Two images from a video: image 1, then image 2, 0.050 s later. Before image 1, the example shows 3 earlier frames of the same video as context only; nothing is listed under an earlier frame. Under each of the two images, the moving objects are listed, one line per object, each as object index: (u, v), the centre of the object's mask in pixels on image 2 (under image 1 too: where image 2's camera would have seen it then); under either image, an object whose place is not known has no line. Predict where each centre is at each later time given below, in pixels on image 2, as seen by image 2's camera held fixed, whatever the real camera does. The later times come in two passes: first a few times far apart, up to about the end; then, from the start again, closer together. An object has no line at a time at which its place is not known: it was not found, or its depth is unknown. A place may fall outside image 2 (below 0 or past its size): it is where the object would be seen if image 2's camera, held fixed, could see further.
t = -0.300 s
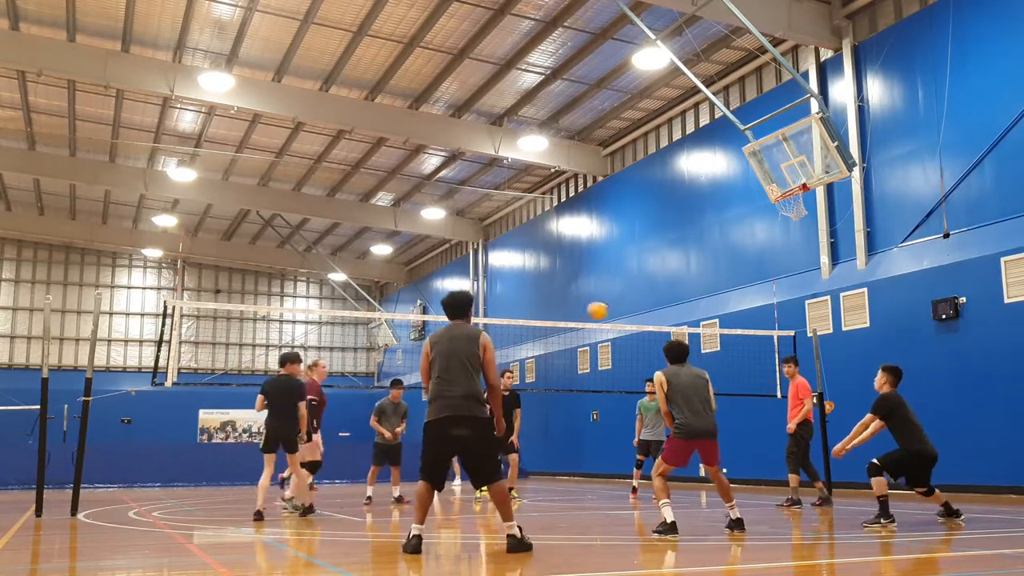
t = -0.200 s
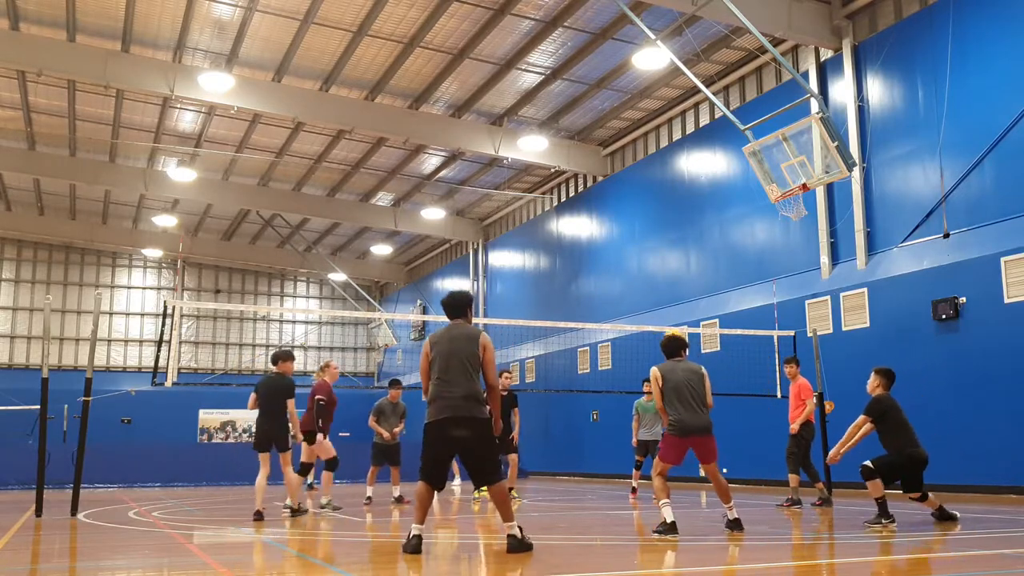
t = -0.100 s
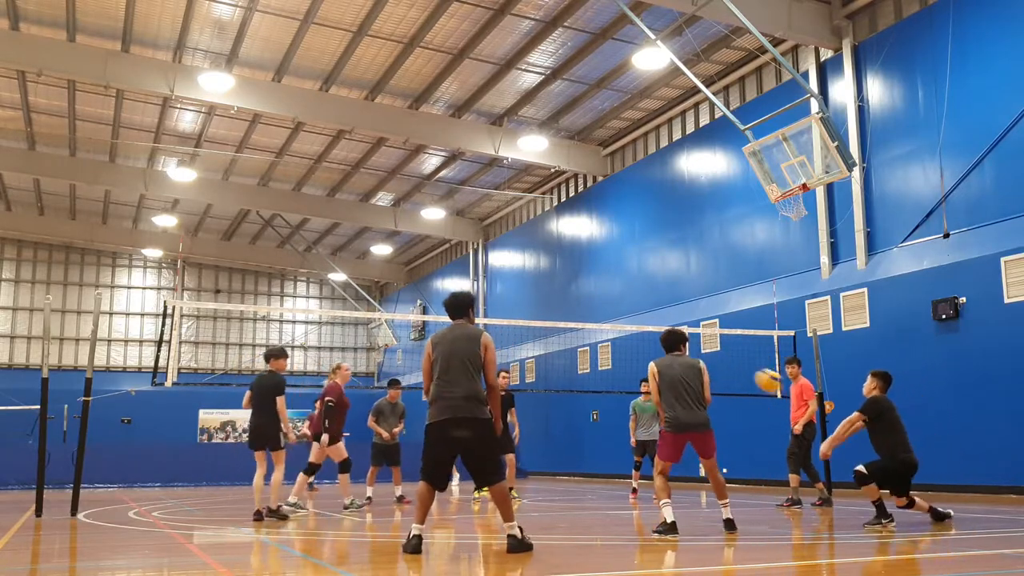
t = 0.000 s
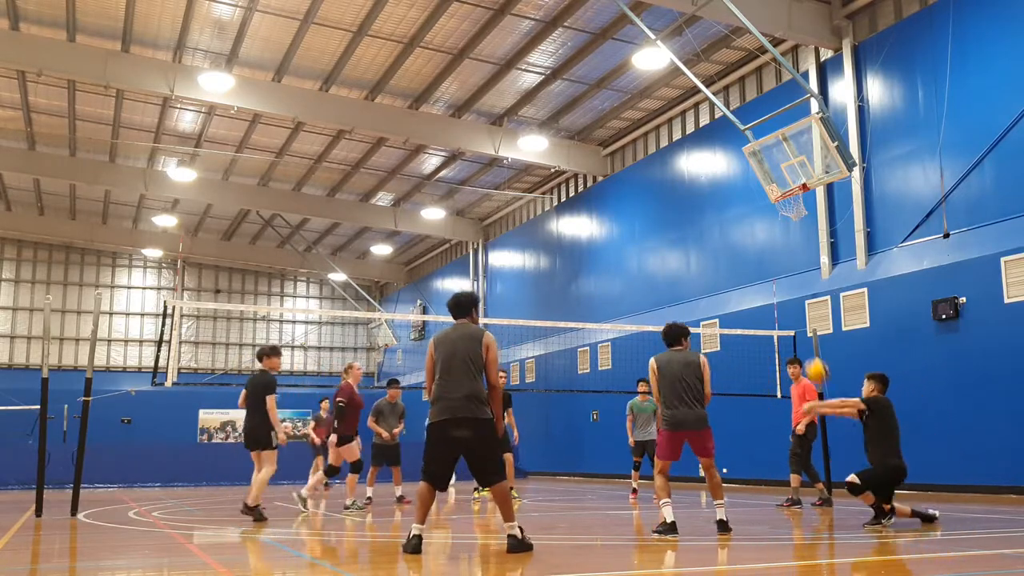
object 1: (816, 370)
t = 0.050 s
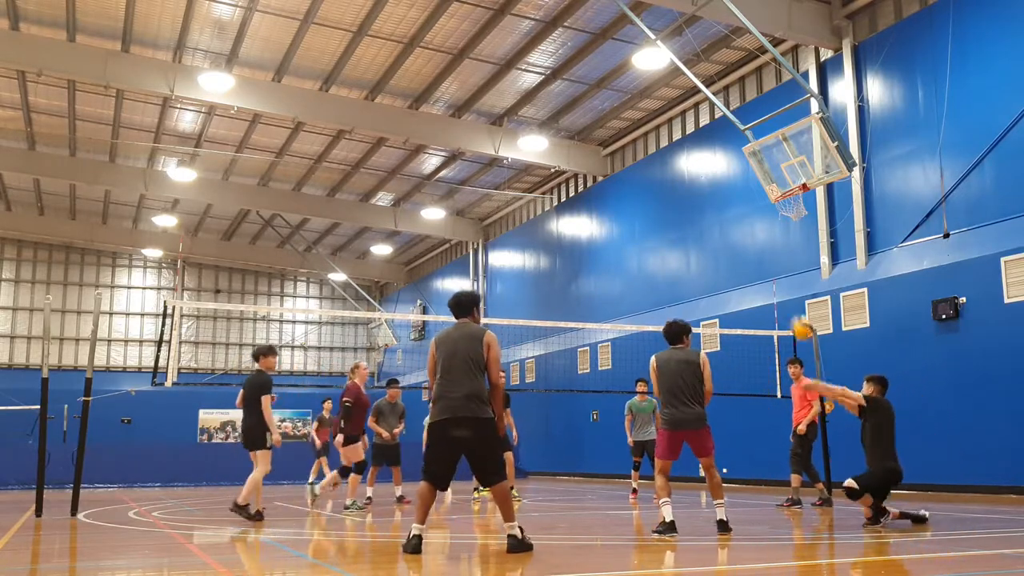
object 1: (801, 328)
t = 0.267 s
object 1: (751, 187)
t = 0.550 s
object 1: (700, 85)
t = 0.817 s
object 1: (665, 63)
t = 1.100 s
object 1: (626, 101)
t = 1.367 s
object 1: (596, 193)
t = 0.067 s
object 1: (797, 314)
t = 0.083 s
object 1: (793, 302)
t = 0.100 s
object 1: (789, 288)
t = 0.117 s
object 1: (784, 276)
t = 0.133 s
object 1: (780, 264)
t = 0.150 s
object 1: (777, 254)
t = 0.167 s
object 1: (773, 243)
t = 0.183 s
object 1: (769, 232)
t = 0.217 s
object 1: (761, 212)
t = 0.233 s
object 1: (758, 203)
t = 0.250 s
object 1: (755, 195)
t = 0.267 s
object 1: (751, 187)
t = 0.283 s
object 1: (748, 178)
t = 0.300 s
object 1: (745, 171)
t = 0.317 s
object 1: (741, 163)
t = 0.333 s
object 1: (738, 154)
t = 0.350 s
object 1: (735, 147)
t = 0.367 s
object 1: (732, 141)
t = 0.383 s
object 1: (729, 135)
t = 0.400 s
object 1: (726, 129)
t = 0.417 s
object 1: (722, 123)
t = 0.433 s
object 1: (719, 118)
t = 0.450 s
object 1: (716, 112)
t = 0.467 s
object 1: (714, 107)
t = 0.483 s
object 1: (712, 102)
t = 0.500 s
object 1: (708, 98)
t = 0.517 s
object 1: (706, 94)
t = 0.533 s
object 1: (703, 90)
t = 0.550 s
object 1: (700, 85)
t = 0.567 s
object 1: (697, 83)
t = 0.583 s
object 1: (695, 80)
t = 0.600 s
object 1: (693, 77)
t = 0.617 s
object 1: (690, 75)
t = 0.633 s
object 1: (688, 72)
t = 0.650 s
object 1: (685, 70)
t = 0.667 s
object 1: (682, 68)
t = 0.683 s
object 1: (680, 66)
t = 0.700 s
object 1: (678, 65)
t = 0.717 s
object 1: (676, 64)
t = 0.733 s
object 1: (674, 63)
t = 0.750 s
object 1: (673, 63)
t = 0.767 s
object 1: (671, 60)
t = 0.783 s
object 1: (669, 62)
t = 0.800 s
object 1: (666, 62)
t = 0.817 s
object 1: (665, 63)
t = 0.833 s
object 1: (664, 63)
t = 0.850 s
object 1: (659, 65)
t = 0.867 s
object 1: (658, 67)
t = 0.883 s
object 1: (654, 68)
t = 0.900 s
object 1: (652, 70)
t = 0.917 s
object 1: (647, 71)
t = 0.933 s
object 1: (645, 73)
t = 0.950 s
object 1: (644, 75)
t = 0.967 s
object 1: (642, 76)
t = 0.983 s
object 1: (640, 78)
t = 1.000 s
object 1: (639, 80)
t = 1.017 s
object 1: (637, 83)
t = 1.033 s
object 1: (635, 86)
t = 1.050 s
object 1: (632, 90)
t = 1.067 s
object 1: (631, 93)
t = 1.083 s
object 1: (628, 97)
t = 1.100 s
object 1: (626, 101)
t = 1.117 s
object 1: (624, 106)
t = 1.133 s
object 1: (622, 109)
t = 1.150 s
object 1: (620, 114)
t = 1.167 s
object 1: (619, 119)
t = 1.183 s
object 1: (617, 123)
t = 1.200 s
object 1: (615, 128)
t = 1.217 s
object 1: (612, 134)
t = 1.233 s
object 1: (610, 139)
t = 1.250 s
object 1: (609, 146)
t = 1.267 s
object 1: (607, 151)
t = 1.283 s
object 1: (605, 158)
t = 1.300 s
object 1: (604, 165)
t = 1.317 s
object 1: (602, 171)
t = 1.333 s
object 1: (599, 179)
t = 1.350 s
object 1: (597, 186)
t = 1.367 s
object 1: (596, 193)
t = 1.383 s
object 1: (595, 200)
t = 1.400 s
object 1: (593, 207)
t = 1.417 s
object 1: (591, 214)
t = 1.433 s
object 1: (589, 223)
